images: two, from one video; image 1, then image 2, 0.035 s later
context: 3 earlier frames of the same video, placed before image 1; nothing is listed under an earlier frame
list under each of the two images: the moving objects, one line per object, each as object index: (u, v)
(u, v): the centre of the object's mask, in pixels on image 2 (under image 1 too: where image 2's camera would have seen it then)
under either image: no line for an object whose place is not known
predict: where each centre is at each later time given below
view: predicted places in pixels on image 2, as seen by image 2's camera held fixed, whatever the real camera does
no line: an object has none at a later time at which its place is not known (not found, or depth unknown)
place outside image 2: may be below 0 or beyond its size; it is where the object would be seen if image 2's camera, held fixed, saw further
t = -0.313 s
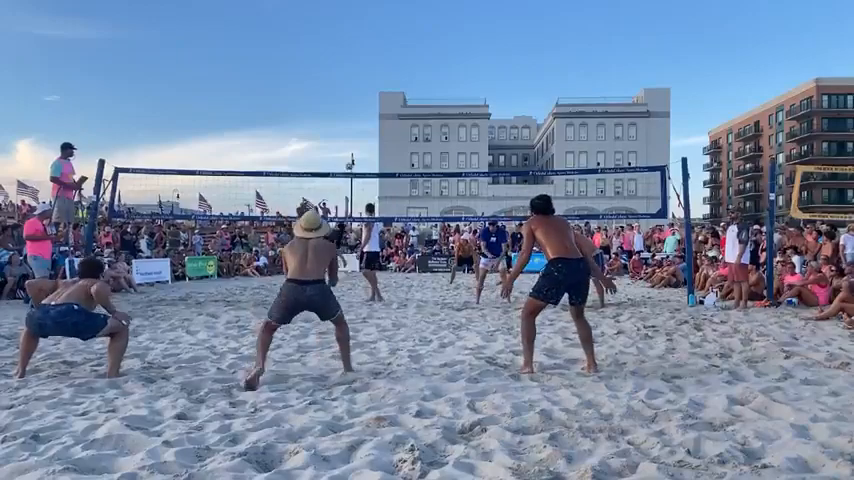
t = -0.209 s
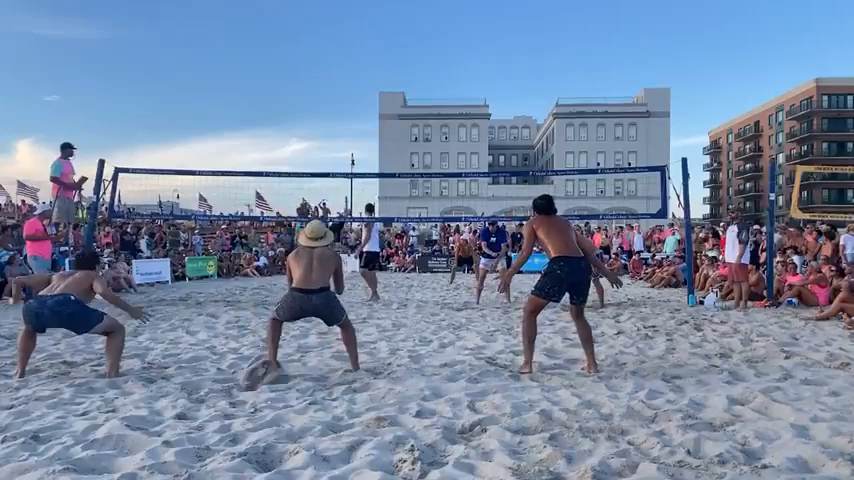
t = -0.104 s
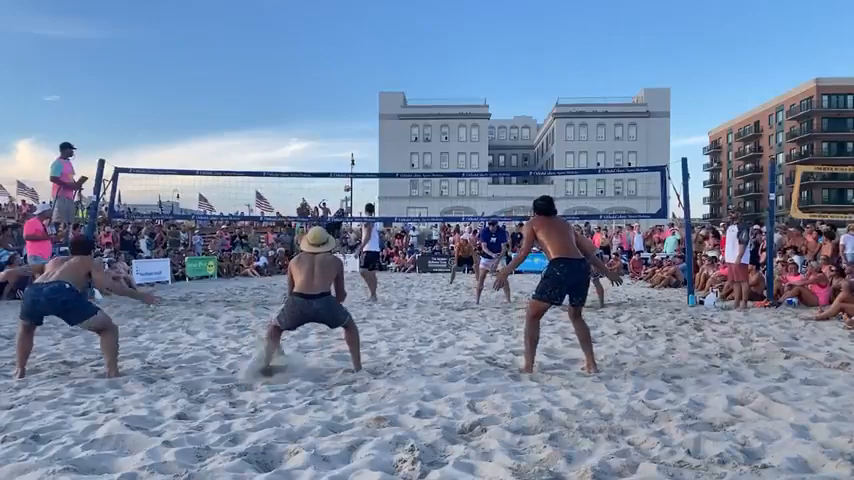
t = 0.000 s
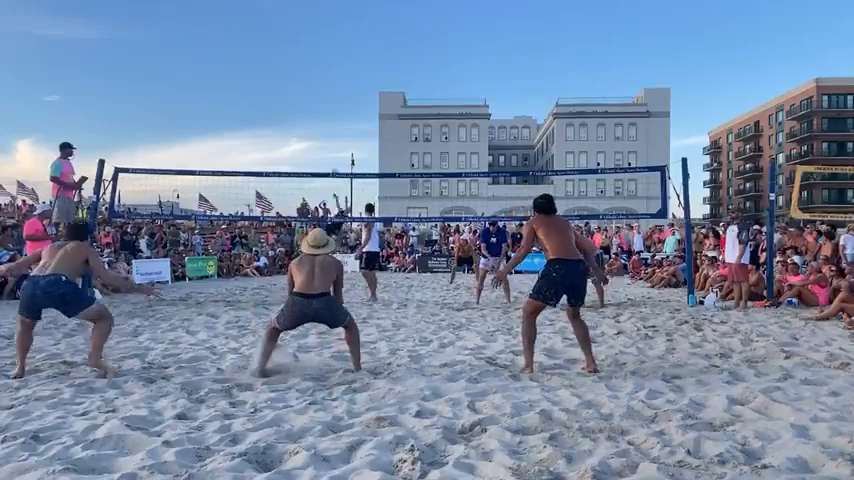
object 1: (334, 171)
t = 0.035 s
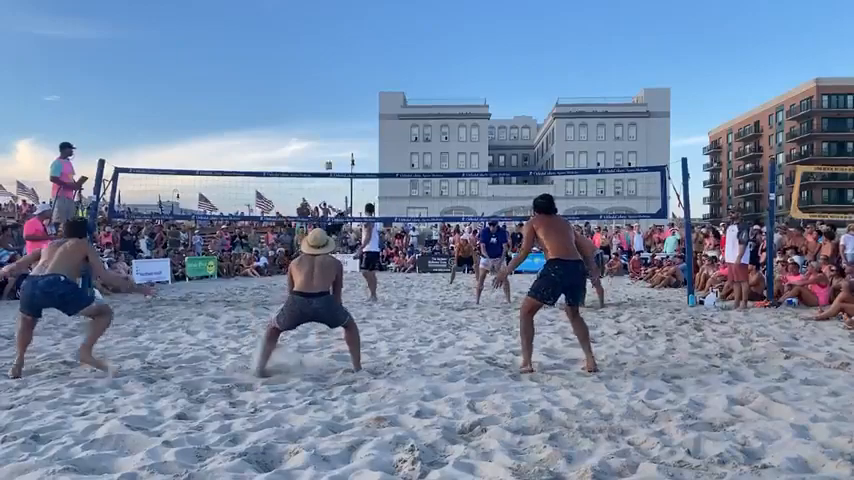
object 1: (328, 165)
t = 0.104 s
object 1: (310, 147)
